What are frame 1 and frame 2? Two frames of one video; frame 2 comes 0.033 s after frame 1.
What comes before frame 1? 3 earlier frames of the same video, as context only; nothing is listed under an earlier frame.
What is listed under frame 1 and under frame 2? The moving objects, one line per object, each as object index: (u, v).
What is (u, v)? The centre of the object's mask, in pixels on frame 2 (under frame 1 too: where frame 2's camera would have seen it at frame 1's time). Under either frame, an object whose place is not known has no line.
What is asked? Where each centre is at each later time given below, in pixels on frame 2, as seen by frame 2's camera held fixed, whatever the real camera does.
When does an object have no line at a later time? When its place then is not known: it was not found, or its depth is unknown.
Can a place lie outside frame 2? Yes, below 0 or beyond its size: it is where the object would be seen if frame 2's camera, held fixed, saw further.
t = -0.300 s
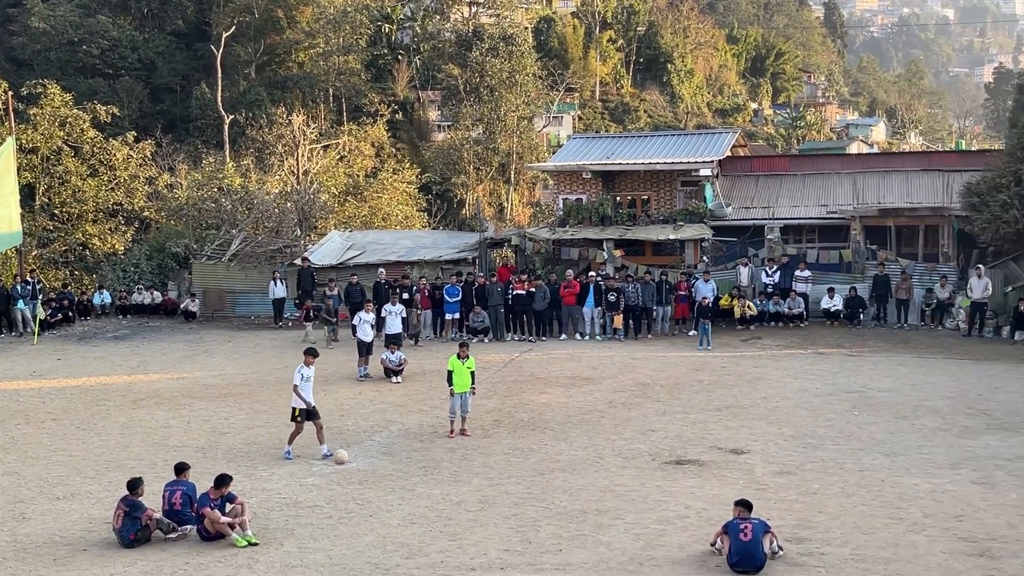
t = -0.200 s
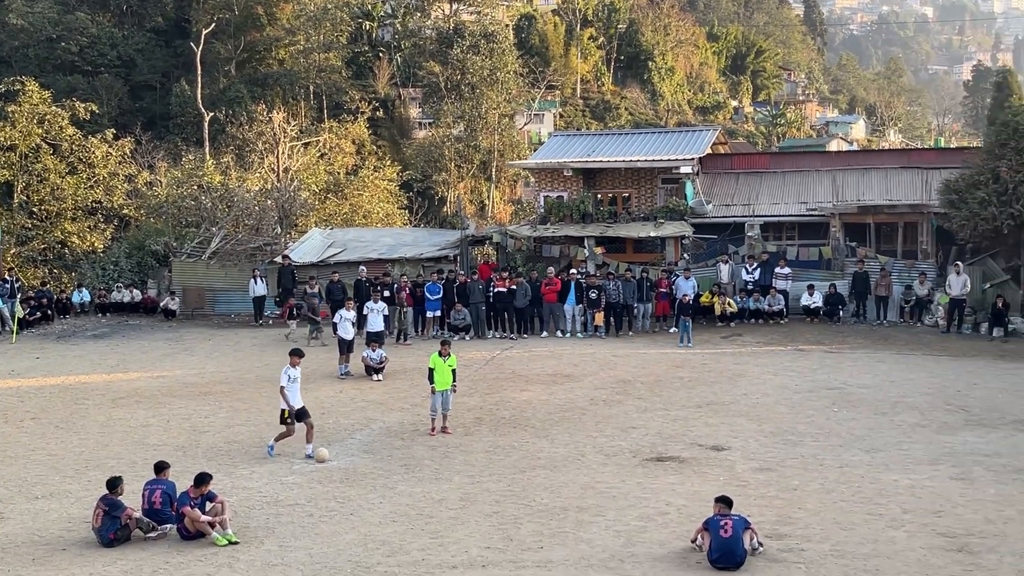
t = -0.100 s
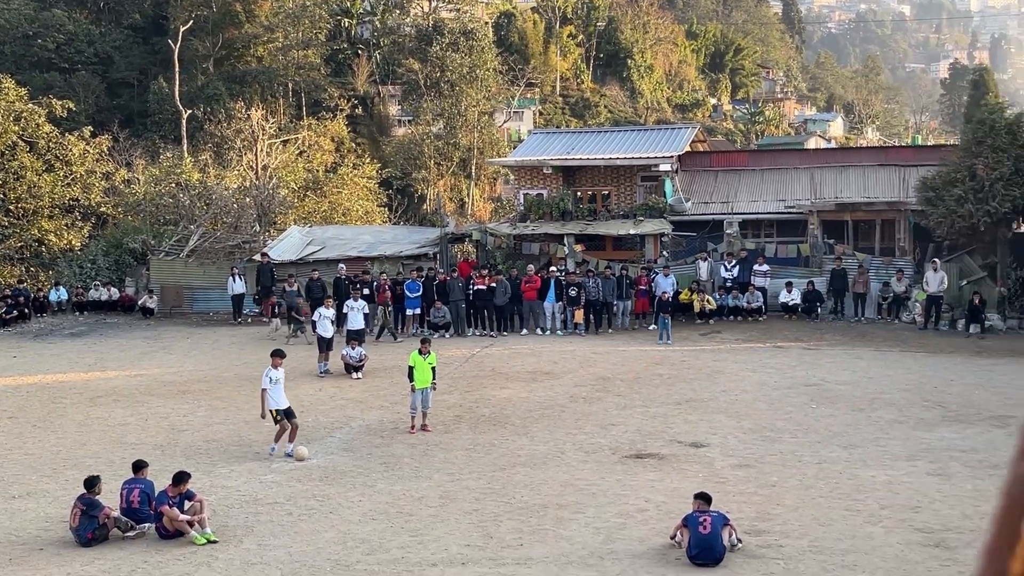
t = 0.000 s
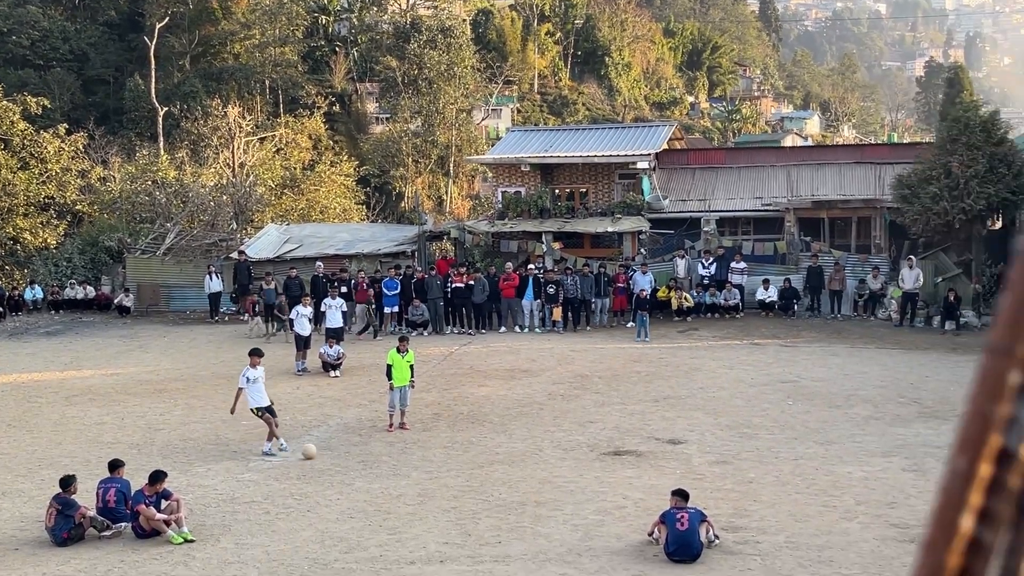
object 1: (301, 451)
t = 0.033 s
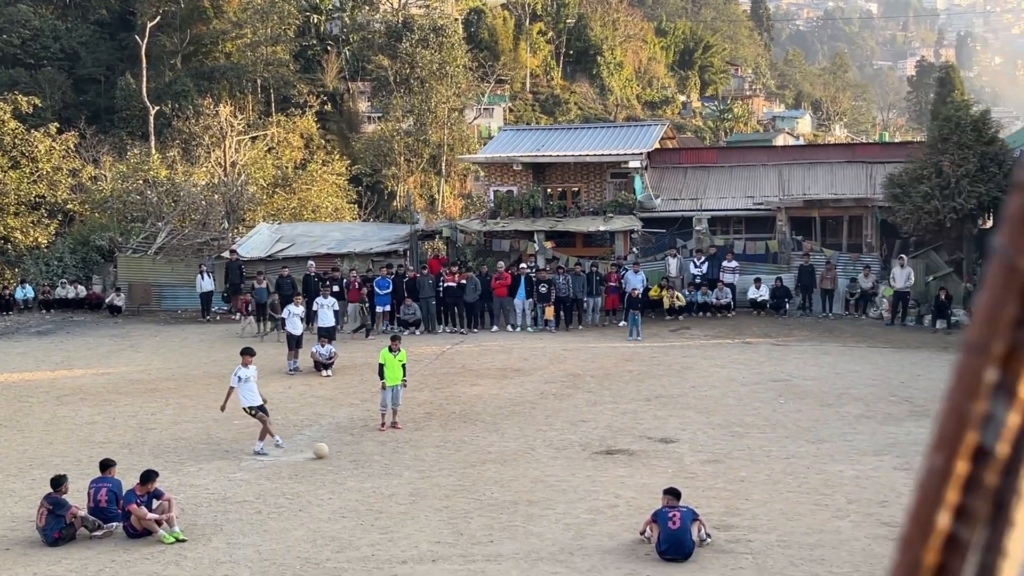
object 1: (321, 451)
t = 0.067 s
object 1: (341, 452)
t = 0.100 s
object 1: (361, 452)
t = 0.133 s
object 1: (381, 454)
